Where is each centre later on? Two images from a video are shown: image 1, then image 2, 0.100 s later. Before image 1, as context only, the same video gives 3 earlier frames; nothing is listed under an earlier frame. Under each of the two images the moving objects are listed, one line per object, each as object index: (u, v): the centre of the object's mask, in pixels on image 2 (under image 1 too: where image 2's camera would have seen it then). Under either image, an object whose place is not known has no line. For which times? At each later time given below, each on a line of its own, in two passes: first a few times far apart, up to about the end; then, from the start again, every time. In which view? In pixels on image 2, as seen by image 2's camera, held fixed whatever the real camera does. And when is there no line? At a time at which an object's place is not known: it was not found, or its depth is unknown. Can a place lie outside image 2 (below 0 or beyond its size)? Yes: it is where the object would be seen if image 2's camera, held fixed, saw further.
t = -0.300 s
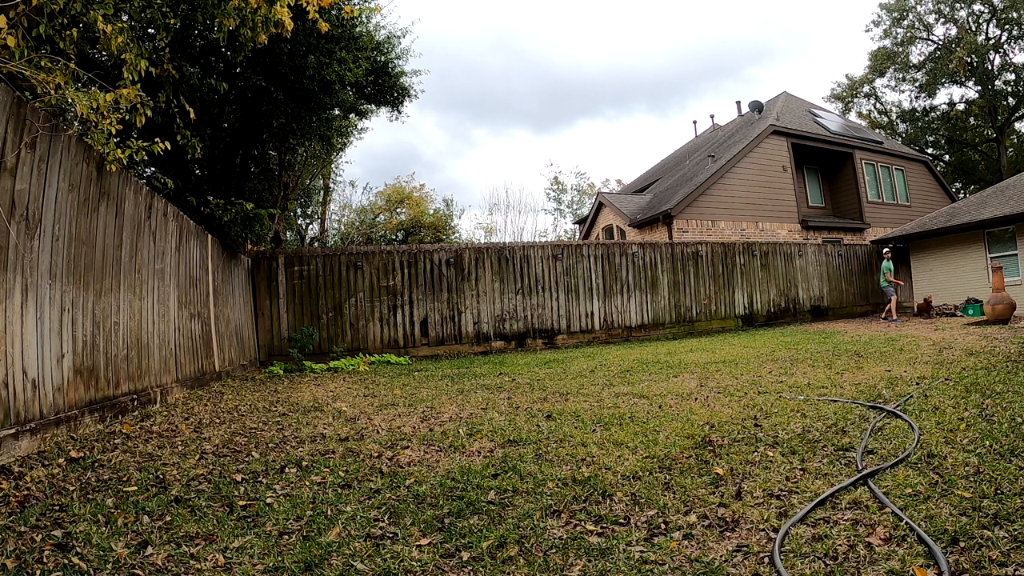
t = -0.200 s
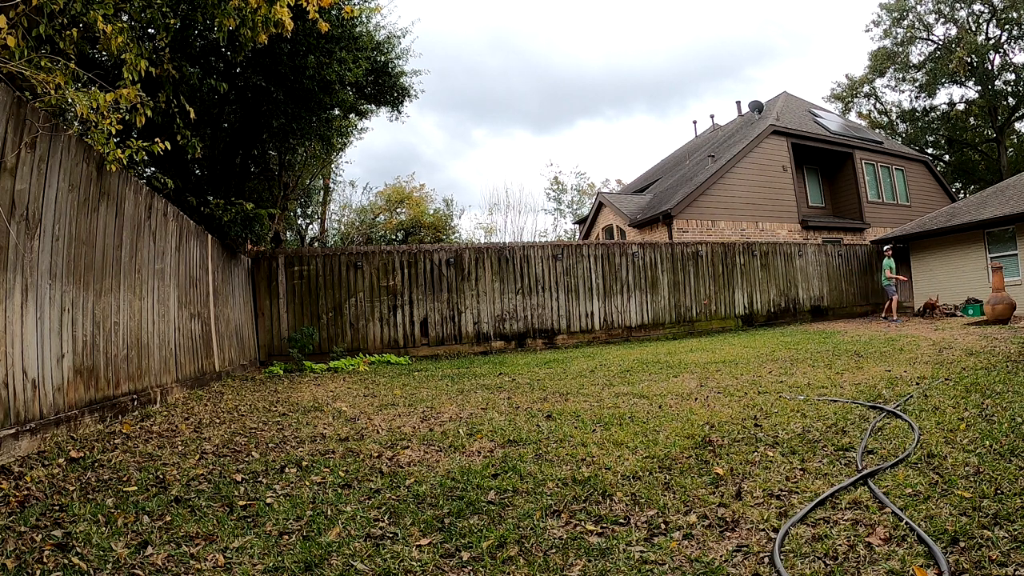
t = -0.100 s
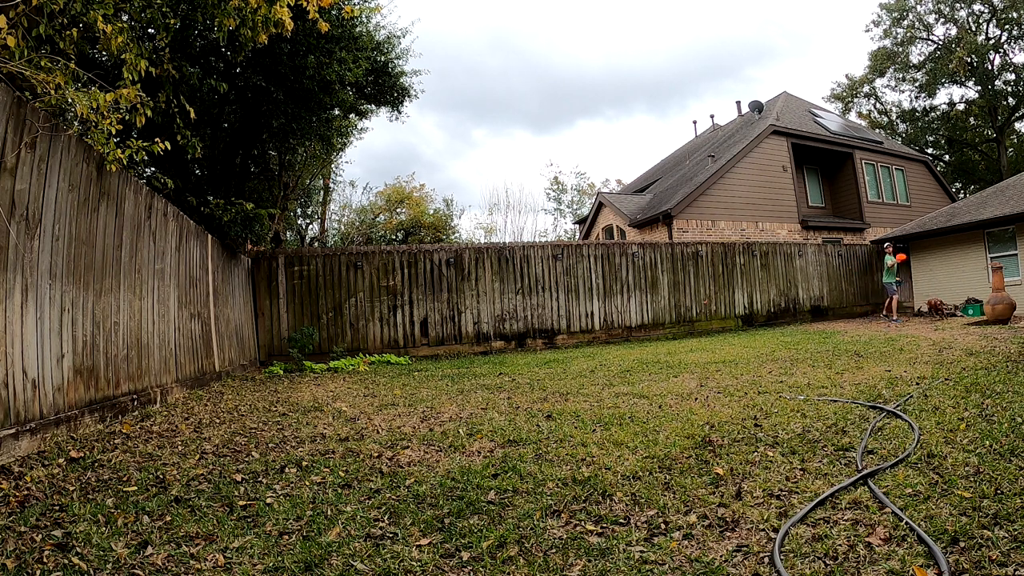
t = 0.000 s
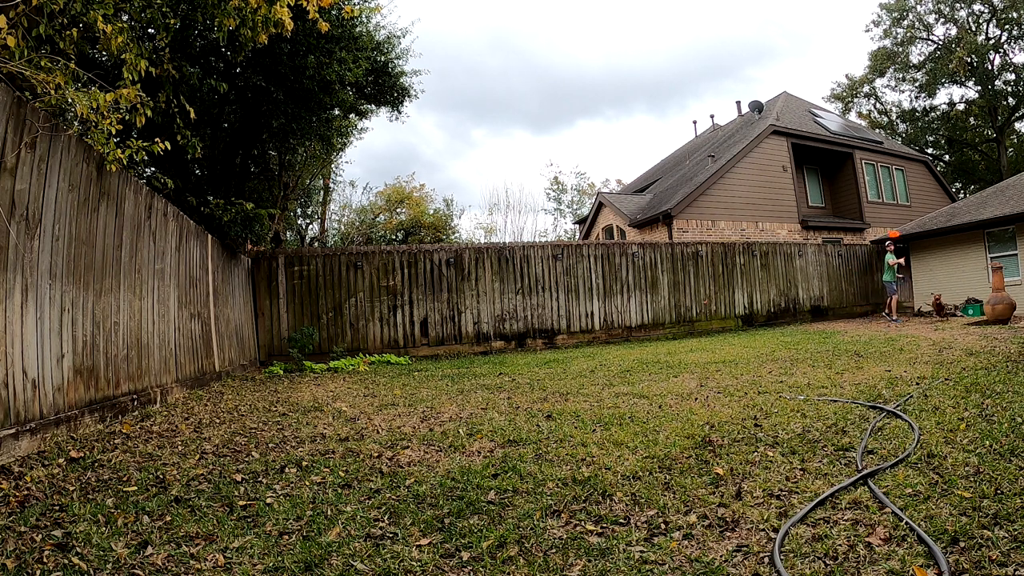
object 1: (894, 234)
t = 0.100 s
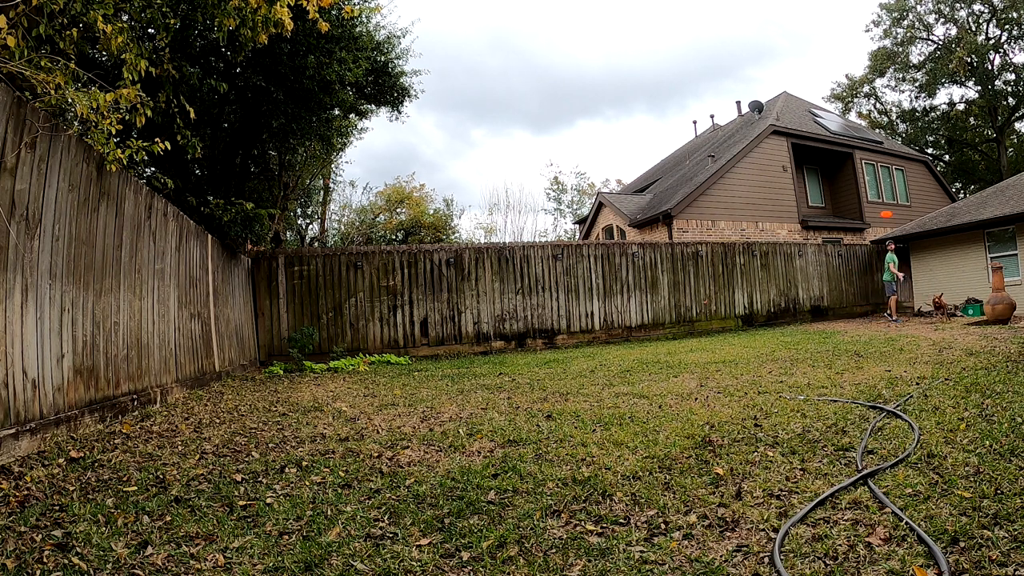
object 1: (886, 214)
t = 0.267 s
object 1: (872, 184)
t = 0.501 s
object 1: (847, 147)
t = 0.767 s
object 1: (811, 119)
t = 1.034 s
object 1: (767, 110)
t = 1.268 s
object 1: (720, 124)
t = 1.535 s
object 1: (656, 172)
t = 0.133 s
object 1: (884, 208)
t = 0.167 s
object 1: (880, 202)
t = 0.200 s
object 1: (877, 196)
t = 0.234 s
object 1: (875, 190)
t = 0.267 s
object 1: (872, 184)
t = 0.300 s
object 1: (868, 178)
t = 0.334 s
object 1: (865, 173)
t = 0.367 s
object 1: (862, 167)
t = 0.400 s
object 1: (858, 162)
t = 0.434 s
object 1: (855, 157)
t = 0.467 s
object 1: (850, 151)
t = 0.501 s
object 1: (847, 147)
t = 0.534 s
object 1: (843, 143)
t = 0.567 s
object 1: (839, 139)
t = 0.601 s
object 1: (834, 135)
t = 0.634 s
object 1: (830, 132)
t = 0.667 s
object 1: (826, 129)
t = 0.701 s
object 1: (821, 125)
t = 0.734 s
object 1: (816, 122)
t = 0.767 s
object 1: (811, 119)
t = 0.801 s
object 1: (806, 117)
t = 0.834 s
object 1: (802, 115)
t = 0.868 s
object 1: (796, 113)
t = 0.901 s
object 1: (791, 111)
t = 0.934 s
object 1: (785, 110)
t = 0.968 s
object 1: (779, 110)
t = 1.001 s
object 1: (774, 109)
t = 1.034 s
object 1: (767, 110)
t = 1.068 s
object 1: (761, 110)
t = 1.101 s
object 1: (755, 111)
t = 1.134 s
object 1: (748, 113)
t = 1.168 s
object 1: (742, 114)
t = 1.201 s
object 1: (734, 117)
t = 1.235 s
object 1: (727, 120)
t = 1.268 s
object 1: (720, 124)
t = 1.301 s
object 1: (712, 127)
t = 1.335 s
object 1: (705, 132)
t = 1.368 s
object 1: (697, 137)
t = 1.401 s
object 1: (689, 143)
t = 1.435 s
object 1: (681, 149)
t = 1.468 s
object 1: (673, 156)
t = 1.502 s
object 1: (664, 163)
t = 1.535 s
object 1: (656, 172)
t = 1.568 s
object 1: (647, 181)
